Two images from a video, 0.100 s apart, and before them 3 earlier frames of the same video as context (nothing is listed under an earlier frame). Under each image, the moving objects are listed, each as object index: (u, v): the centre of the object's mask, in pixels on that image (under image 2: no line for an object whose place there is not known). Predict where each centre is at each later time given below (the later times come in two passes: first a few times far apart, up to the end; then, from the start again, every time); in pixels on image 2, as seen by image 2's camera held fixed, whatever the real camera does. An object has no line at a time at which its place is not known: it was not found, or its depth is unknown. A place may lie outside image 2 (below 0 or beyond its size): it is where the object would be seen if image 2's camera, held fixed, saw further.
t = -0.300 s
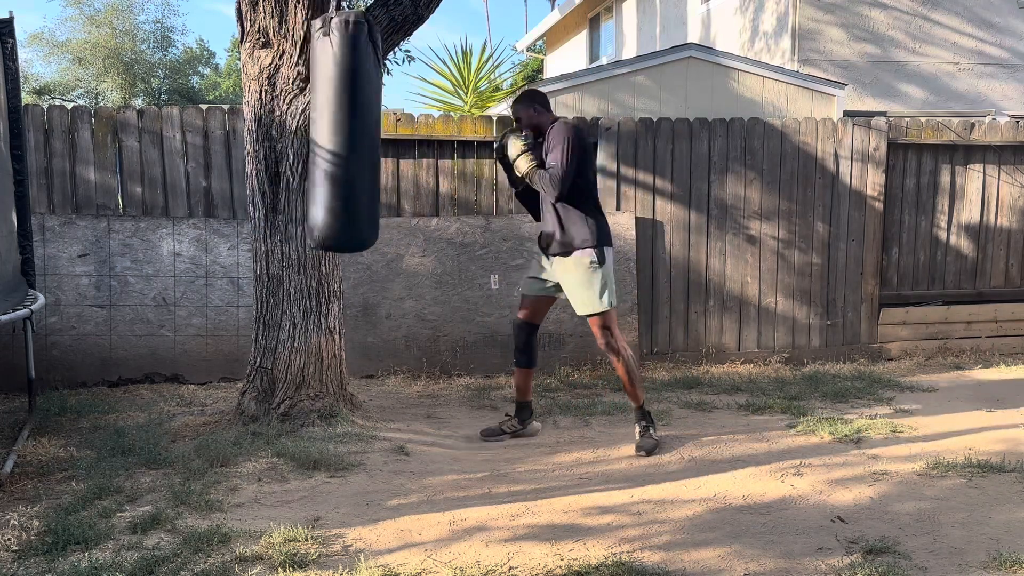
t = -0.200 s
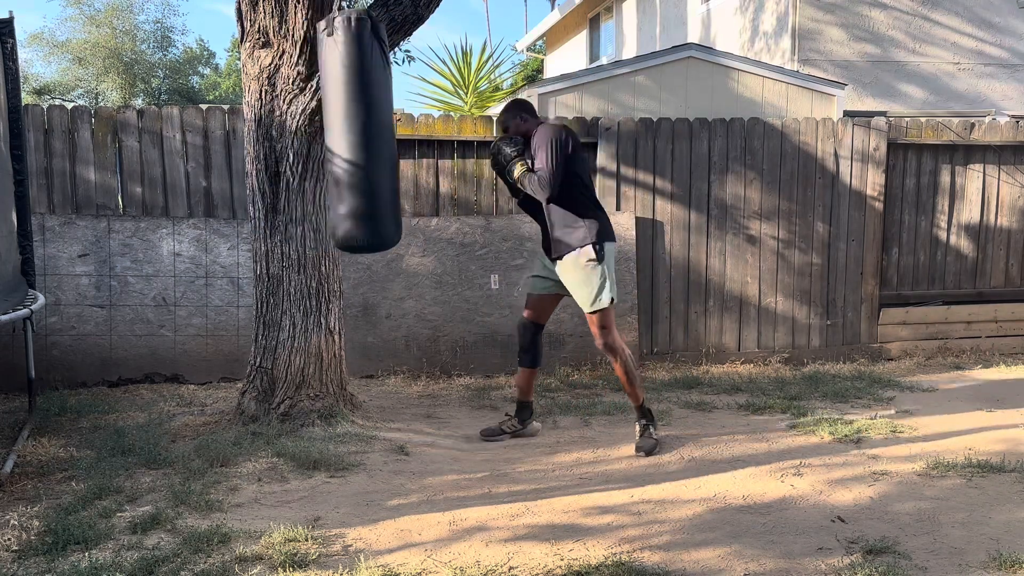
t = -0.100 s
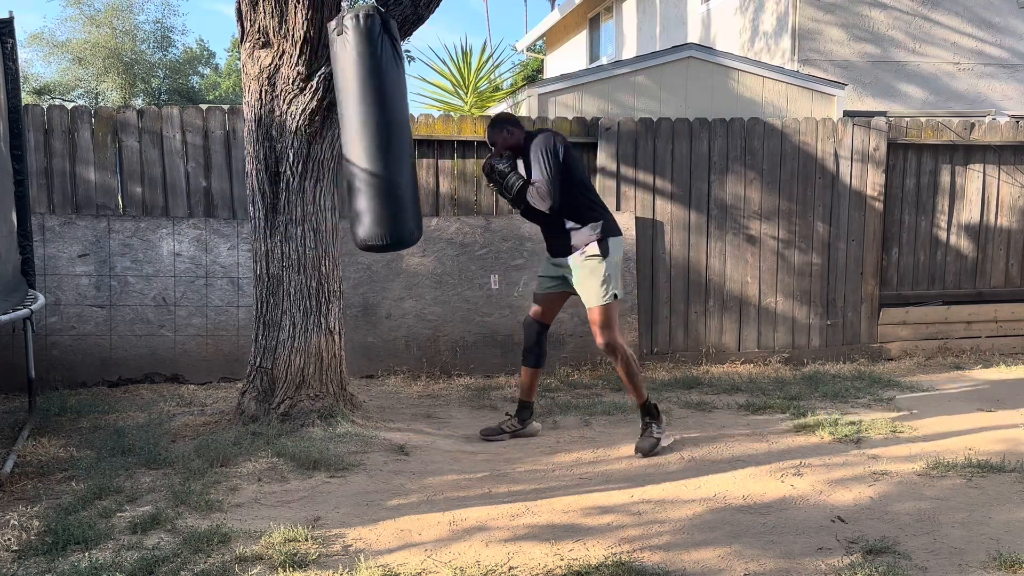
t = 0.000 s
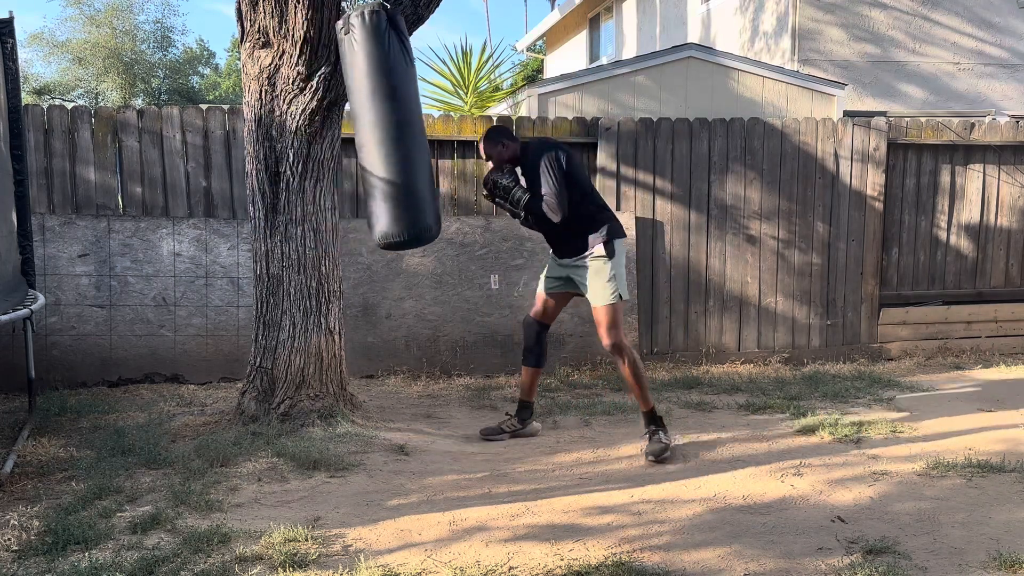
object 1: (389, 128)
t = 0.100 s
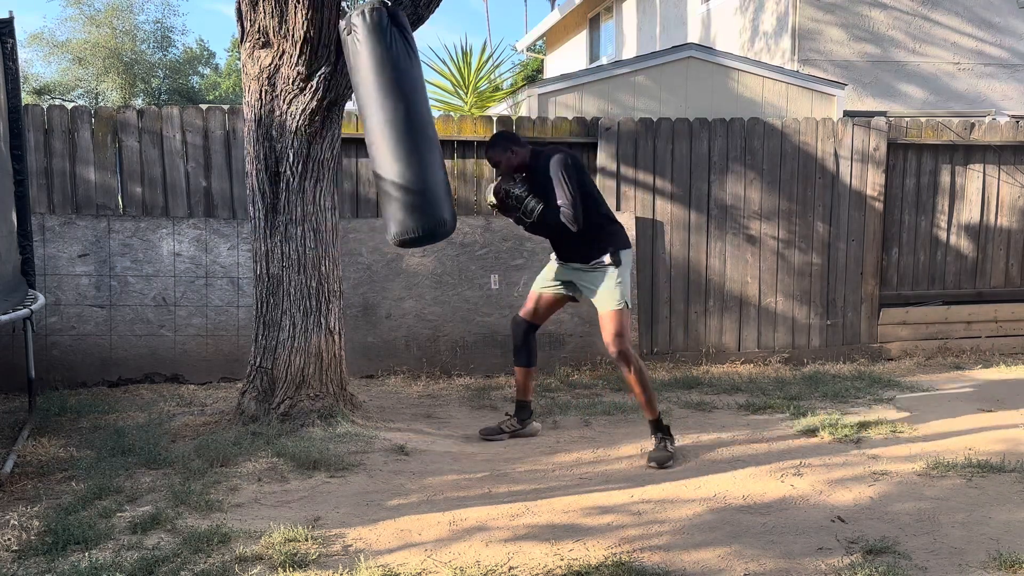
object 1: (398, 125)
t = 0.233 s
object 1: (407, 123)
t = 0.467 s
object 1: (403, 124)
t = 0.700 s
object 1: (378, 129)
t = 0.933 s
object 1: (343, 132)
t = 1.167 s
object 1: (312, 129)
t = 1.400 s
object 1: (295, 124)
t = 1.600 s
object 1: (296, 124)
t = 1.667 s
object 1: (301, 125)
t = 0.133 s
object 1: (401, 125)
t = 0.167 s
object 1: (403, 124)
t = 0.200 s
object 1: (405, 123)
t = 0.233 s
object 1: (407, 123)
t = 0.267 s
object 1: (408, 123)
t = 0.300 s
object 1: (409, 123)
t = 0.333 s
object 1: (408, 124)
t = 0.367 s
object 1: (407, 124)
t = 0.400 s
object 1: (406, 123)
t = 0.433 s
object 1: (405, 124)
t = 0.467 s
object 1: (403, 124)
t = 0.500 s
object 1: (401, 125)
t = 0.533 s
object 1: (398, 125)
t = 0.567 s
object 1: (395, 126)
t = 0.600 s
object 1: (392, 127)
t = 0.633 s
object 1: (388, 127)
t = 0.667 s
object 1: (383, 128)
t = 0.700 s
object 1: (378, 129)
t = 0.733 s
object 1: (374, 130)
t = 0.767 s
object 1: (369, 131)
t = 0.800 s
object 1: (364, 132)
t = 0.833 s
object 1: (359, 132)
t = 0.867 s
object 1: (354, 132)
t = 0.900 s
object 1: (349, 133)
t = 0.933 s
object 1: (343, 132)
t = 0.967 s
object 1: (338, 132)
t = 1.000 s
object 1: (333, 132)
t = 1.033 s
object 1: (328, 132)
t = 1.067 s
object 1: (324, 131)
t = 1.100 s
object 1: (320, 131)
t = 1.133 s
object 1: (316, 130)
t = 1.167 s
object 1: (312, 129)
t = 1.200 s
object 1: (308, 128)
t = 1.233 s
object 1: (305, 128)
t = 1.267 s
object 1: (302, 127)
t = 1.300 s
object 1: (299, 126)
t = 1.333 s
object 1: (297, 125)
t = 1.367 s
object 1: (296, 125)
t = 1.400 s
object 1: (295, 124)
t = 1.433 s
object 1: (294, 124)
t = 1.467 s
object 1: (294, 123)
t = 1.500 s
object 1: (294, 124)
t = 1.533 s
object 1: (294, 124)
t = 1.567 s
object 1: (295, 124)
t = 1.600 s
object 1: (296, 124)
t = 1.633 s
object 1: (298, 125)
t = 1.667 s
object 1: (301, 125)
